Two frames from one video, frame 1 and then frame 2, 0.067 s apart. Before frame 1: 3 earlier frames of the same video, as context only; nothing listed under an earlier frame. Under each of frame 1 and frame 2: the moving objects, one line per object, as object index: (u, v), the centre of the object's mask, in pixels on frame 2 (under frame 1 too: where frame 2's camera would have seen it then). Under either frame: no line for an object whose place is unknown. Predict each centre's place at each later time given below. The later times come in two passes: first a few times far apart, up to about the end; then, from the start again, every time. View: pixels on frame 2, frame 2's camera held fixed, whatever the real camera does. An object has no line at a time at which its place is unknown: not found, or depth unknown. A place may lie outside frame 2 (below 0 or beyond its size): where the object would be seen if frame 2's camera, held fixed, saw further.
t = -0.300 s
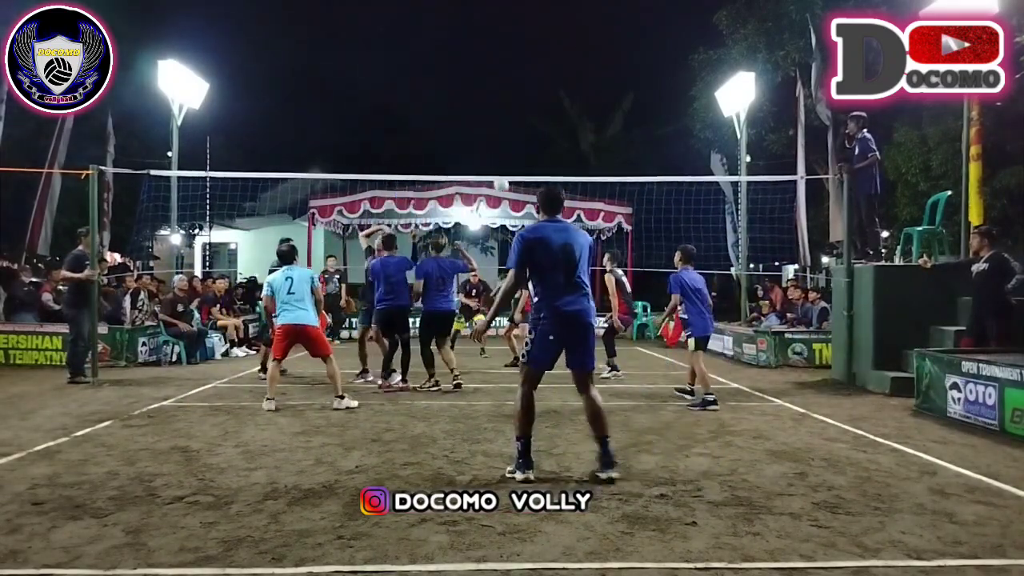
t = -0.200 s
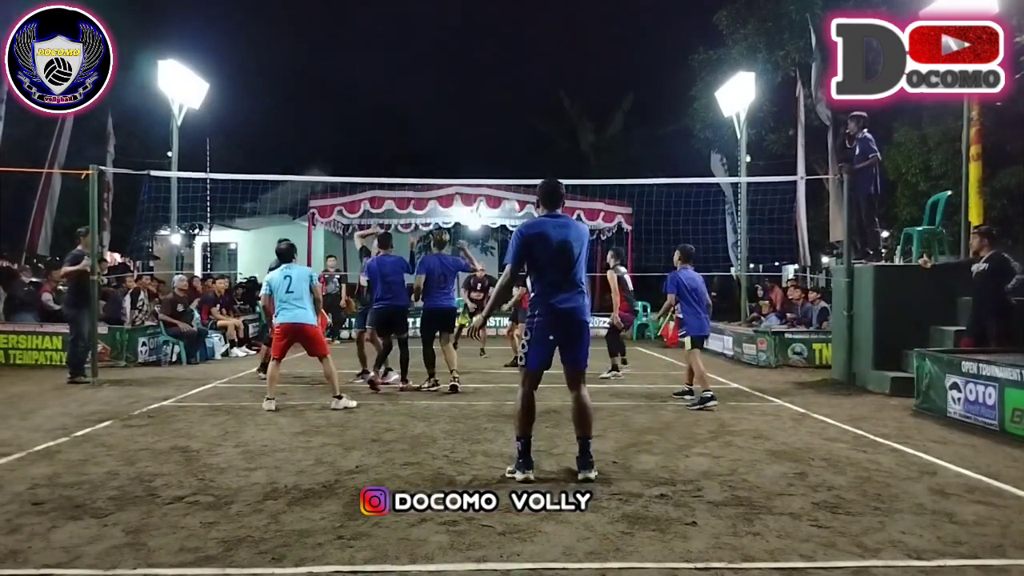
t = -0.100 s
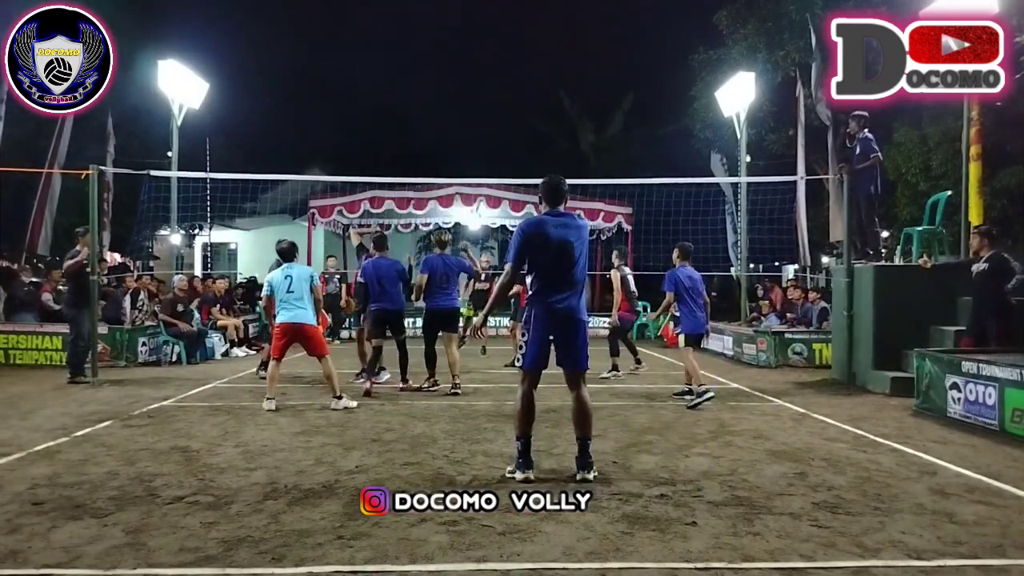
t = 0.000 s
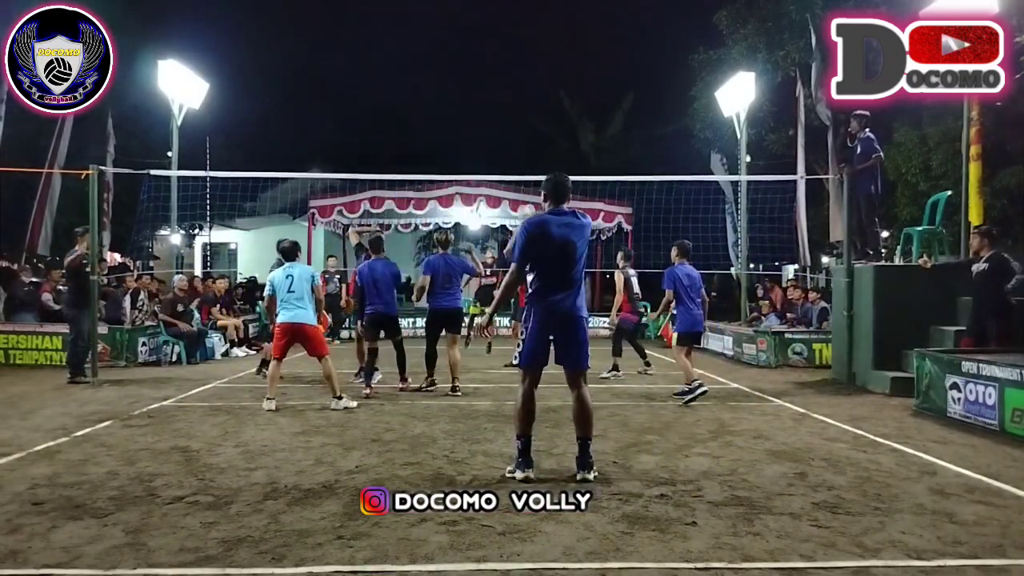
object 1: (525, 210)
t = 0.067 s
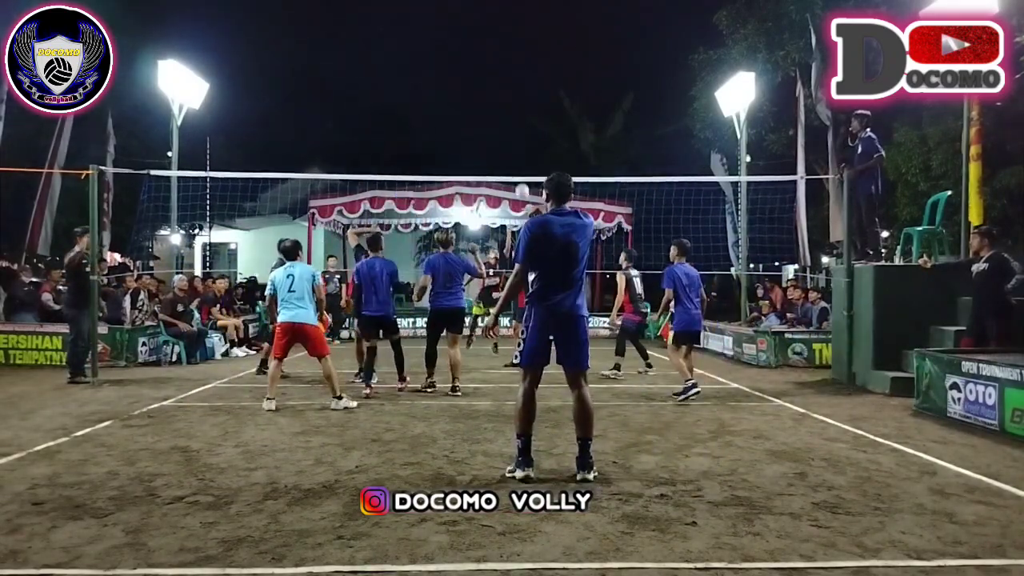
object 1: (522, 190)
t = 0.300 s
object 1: (517, 138)
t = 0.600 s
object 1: (512, 117)
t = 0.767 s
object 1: (509, 130)
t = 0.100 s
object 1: (521, 182)
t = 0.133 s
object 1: (520, 172)
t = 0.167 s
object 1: (520, 164)
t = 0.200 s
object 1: (519, 156)
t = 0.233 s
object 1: (519, 149)
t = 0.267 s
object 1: (518, 143)
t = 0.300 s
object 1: (517, 138)
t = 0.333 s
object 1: (517, 133)
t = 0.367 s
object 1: (516, 128)
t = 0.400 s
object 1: (515, 125)
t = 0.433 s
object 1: (515, 121)
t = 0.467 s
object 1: (515, 119)
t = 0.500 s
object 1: (514, 117)
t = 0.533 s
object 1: (514, 116)
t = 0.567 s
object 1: (513, 116)
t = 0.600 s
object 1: (512, 117)
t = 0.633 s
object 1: (512, 118)
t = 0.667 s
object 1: (511, 120)
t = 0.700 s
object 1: (510, 123)
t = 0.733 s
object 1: (510, 126)
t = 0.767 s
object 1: (509, 130)
